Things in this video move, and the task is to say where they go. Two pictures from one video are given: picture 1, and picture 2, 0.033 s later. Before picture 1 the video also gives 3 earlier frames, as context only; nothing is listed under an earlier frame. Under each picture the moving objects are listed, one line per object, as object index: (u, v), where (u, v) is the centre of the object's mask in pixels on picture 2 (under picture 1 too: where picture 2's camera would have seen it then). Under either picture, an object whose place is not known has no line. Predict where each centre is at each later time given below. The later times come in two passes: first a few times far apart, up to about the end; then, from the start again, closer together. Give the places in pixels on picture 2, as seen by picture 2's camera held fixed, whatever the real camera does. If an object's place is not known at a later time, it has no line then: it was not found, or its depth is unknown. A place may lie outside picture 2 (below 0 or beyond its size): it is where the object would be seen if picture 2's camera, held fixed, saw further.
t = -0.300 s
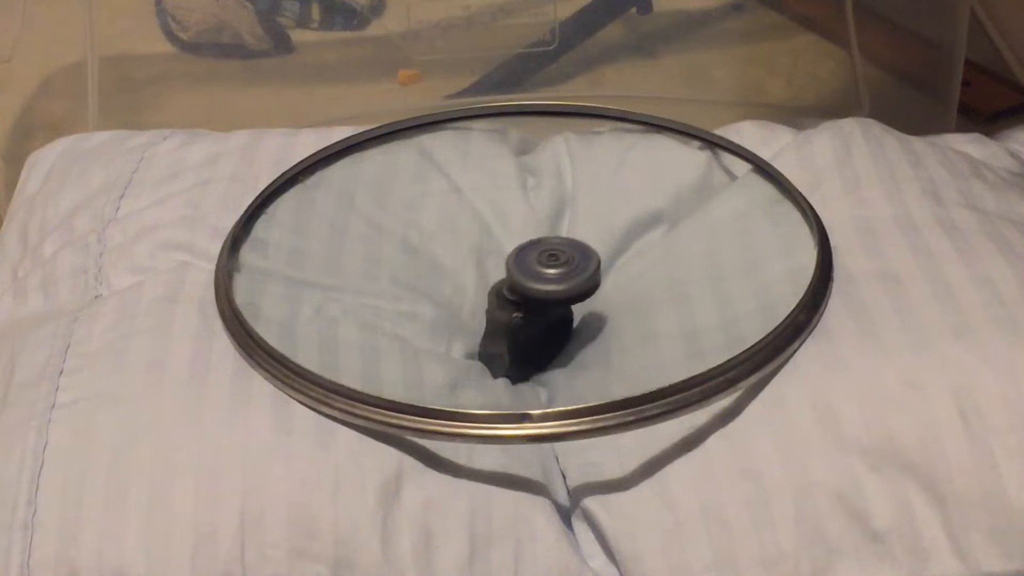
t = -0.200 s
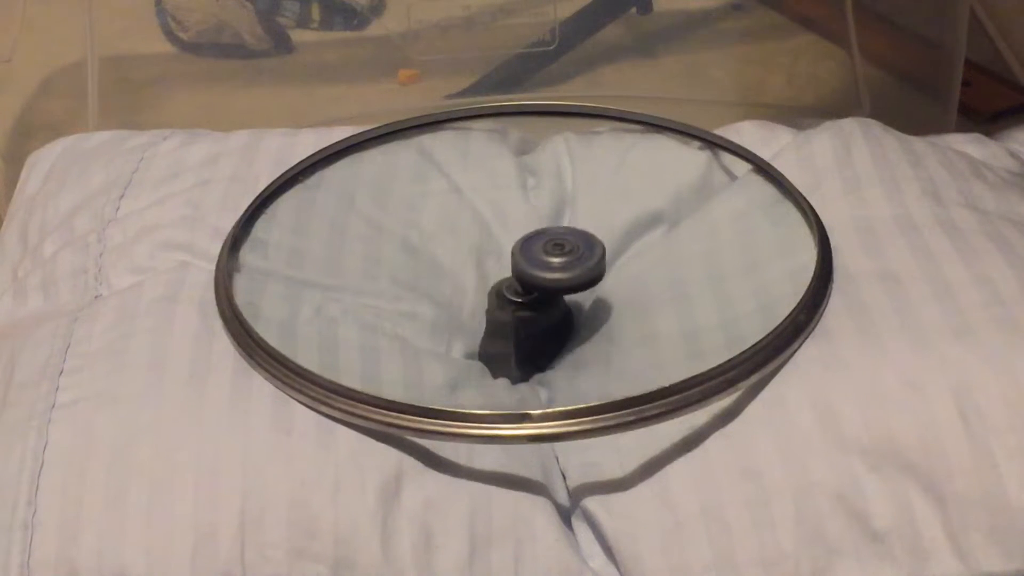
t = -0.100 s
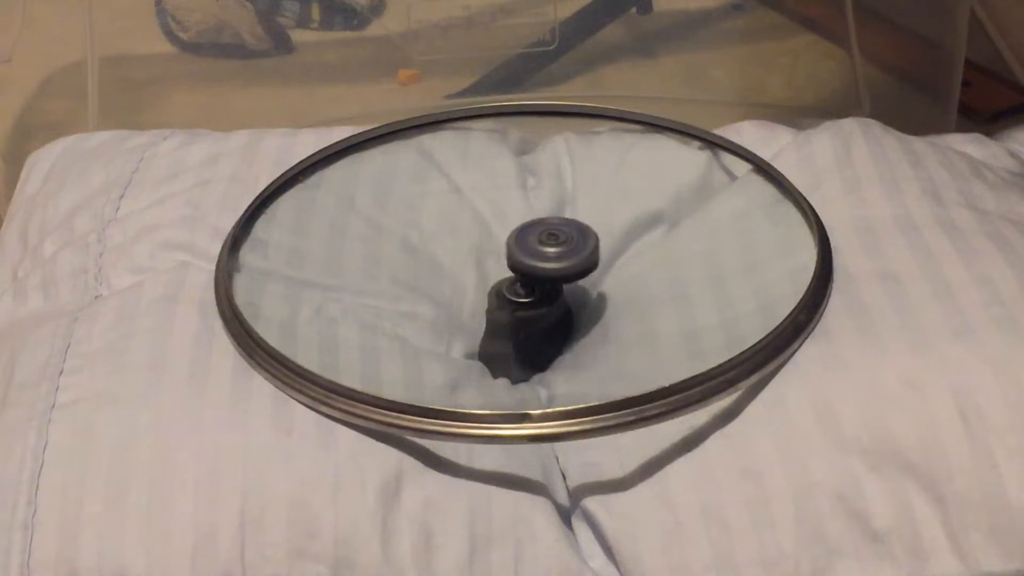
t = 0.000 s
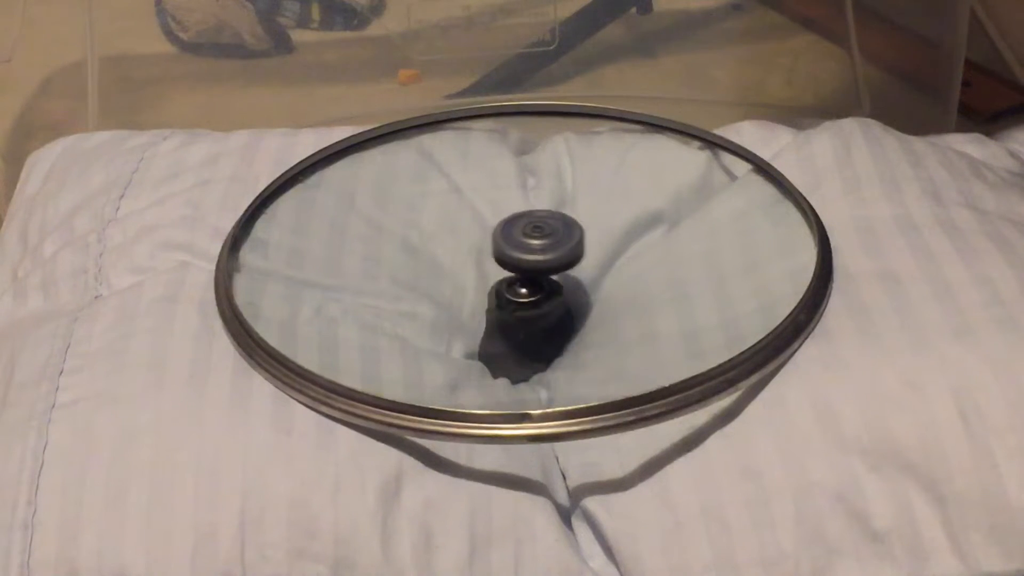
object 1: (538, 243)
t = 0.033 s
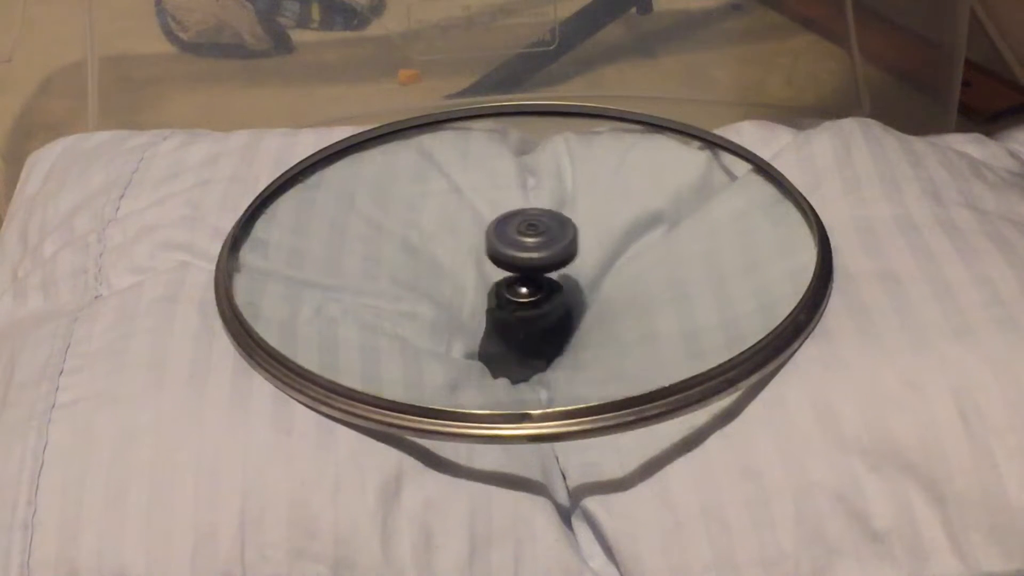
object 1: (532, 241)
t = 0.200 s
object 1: (490, 250)
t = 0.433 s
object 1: (444, 271)
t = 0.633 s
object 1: (436, 295)
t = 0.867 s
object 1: (471, 296)
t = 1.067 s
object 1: (489, 275)
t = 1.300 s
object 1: (481, 267)
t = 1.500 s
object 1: (471, 274)
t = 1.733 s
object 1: (462, 268)
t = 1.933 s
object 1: (457, 266)
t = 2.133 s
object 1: (459, 267)
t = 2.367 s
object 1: (470, 266)
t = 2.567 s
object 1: (482, 262)
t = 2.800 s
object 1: (492, 257)
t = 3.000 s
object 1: (492, 256)
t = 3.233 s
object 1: (489, 250)
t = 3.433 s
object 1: (483, 256)
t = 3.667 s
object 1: (481, 265)
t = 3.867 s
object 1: (482, 270)
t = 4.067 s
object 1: (484, 269)
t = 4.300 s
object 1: (479, 264)
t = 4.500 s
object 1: (470, 259)
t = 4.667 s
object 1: (462, 258)
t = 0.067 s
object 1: (525, 240)
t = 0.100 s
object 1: (517, 239)
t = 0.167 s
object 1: (498, 247)
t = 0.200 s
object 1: (490, 250)
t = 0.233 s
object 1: (482, 253)
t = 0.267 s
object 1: (474, 256)
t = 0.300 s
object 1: (467, 258)
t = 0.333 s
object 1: (460, 261)
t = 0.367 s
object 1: (454, 264)
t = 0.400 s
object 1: (449, 267)
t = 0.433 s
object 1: (444, 271)
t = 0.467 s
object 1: (440, 275)
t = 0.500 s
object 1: (437, 279)
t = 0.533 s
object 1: (435, 283)
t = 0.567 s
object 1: (434, 288)
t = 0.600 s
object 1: (434, 293)
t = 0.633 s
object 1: (436, 295)
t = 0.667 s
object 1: (438, 297)
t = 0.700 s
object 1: (442, 298)
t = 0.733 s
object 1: (447, 299)
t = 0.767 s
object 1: (452, 299)
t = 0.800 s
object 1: (459, 298)
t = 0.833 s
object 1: (465, 298)
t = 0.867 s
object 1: (471, 296)
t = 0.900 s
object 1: (477, 294)
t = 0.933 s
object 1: (484, 291)
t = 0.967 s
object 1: (492, 278)
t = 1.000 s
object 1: (498, 277)
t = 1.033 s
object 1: (494, 274)
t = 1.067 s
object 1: (489, 275)
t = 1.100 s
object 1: (485, 274)
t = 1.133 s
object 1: (484, 273)
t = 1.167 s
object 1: (484, 272)
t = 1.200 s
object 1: (483, 271)
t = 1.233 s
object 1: (482, 270)
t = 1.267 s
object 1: (482, 269)
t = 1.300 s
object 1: (481, 267)
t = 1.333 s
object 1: (480, 266)
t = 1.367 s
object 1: (479, 265)
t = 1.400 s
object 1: (475, 278)
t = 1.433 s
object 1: (473, 277)
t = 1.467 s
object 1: (472, 275)
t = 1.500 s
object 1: (471, 274)
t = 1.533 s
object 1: (470, 273)
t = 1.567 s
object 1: (469, 272)
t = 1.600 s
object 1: (467, 271)
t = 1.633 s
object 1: (466, 270)
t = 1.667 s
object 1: (465, 269)
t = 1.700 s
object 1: (463, 269)
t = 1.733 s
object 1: (462, 268)
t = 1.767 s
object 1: (461, 267)
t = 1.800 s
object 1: (460, 267)
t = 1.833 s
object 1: (459, 267)
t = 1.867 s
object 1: (459, 266)
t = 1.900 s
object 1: (458, 266)
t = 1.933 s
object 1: (457, 266)
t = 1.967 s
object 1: (457, 266)
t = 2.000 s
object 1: (457, 266)
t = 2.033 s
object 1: (457, 266)
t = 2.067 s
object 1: (457, 267)
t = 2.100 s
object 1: (458, 267)
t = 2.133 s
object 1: (459, 267)
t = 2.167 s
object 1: (460, 267)
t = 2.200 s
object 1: (462, 267)
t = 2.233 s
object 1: (463, 267)
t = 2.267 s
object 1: (465, 267)
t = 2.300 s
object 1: (466, 267)
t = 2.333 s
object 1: (468, 266)
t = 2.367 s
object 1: (470, 266)
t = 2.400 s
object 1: (472, 265)
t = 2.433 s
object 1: (474, 265)
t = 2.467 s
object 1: (476, 264)
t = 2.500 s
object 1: (478, 263)
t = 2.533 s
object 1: (480, 263)
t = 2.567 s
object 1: (482, 262)
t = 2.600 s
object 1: (484, 261)
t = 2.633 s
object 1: (485, 261)
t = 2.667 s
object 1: (487, 260)
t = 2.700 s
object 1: (488, 259)
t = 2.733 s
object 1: (490, 258)
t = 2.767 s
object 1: (491, 258)
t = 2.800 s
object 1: (492, 257)
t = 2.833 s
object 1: (492, 257)
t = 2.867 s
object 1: (493, 256)
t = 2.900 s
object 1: (493, 256)
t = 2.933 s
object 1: (493, 256)
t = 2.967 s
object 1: (493, 256)
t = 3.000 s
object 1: (492, 256)
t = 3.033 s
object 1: (491, 257)
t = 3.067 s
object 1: (490, 257)
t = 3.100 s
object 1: (489, 258)
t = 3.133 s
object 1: (488, 259)
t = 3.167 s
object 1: (487, 260)
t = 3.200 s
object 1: (490, 249)
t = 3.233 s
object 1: (489, 250)
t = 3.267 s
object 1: (488, 251)
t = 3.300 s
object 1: (487, 252)
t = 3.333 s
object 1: (486, 253)
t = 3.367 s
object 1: (485, 254)
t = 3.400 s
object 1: (484, 255)
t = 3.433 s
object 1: (483, 256)
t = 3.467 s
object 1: (482, 258)
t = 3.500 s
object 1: (482, 259)
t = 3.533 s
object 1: (481, 260)
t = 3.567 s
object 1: (481, 261)
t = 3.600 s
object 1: (481, 263)
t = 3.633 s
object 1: (481, 264)
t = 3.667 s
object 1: (481, 265)
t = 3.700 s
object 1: (481, 266)
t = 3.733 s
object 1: (481, 267)
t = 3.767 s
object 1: (481, 267)
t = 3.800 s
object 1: (481, 268)
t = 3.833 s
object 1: (482, 269)
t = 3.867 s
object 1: (482, 270)
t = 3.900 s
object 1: (482, 270)
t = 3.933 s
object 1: (483, 270)
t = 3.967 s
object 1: (483, 270)
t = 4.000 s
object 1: (484, 270)
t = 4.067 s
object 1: (484, 269)
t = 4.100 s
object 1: (484, 269)
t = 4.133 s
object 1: (484, 268)
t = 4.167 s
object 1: (483, 267)
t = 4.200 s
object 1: (482, 266)
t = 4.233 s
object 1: (481, 266)
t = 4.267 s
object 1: (481, 265)
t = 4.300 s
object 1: (479, 264)
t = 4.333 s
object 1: (477, 262)
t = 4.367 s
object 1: (476, 262)
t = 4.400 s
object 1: (475, 261)
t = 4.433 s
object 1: (473, 260)
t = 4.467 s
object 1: (472, 259)
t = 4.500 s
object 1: (470, 259)
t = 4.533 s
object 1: (468, 258)
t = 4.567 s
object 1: (467, 258)
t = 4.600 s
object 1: (465, 258)
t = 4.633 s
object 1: (463, 257)
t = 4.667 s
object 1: (462, 258)
